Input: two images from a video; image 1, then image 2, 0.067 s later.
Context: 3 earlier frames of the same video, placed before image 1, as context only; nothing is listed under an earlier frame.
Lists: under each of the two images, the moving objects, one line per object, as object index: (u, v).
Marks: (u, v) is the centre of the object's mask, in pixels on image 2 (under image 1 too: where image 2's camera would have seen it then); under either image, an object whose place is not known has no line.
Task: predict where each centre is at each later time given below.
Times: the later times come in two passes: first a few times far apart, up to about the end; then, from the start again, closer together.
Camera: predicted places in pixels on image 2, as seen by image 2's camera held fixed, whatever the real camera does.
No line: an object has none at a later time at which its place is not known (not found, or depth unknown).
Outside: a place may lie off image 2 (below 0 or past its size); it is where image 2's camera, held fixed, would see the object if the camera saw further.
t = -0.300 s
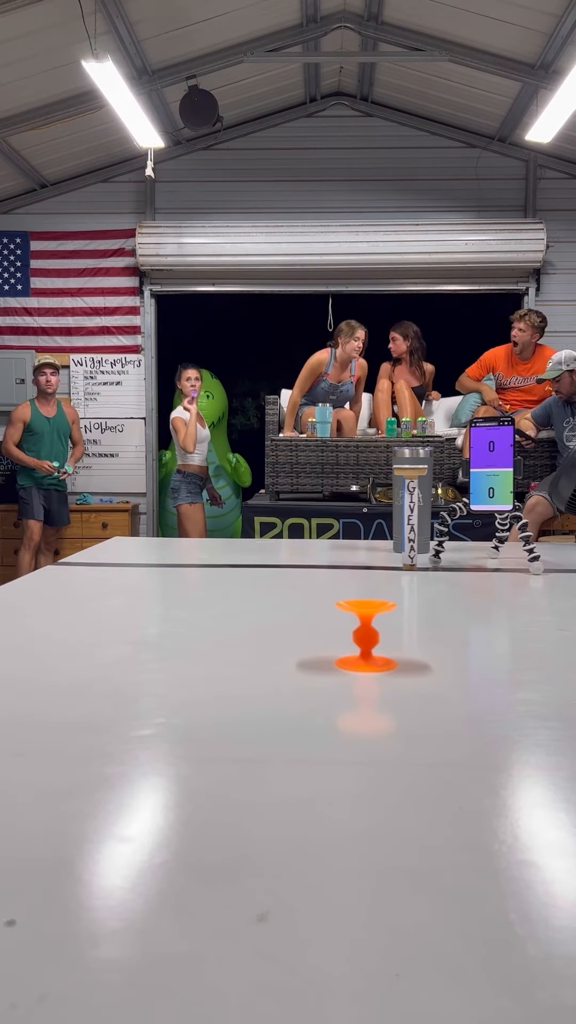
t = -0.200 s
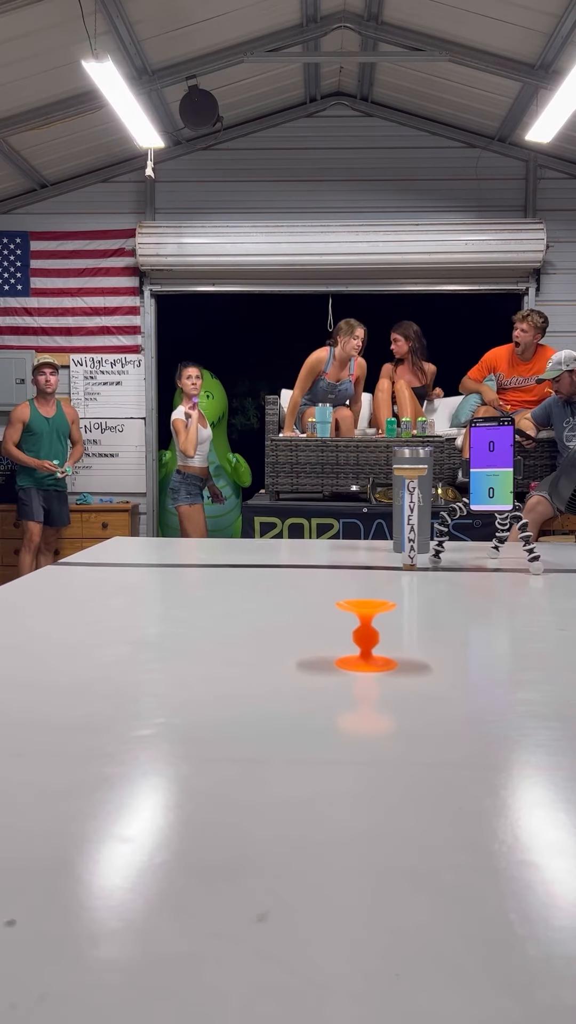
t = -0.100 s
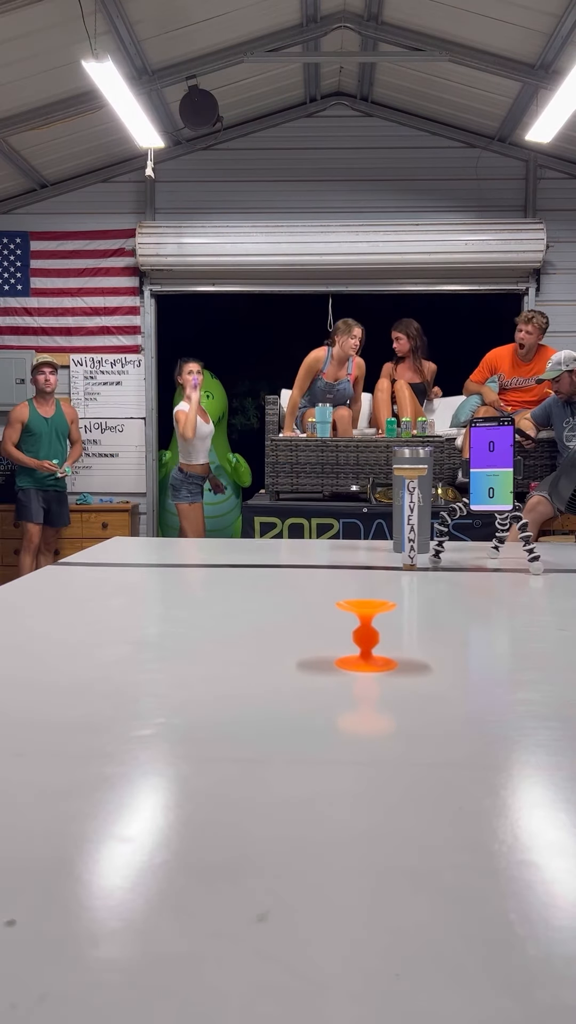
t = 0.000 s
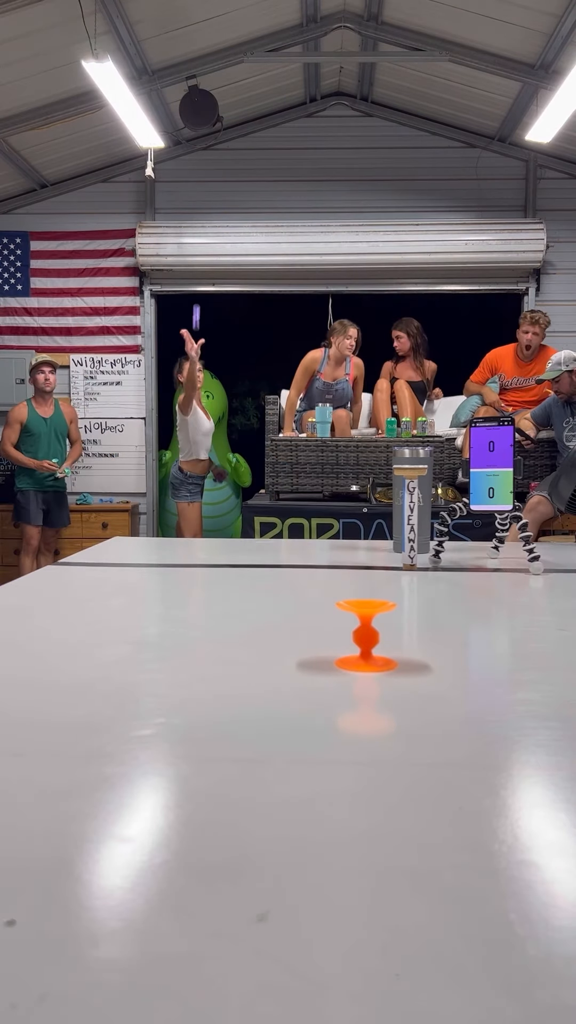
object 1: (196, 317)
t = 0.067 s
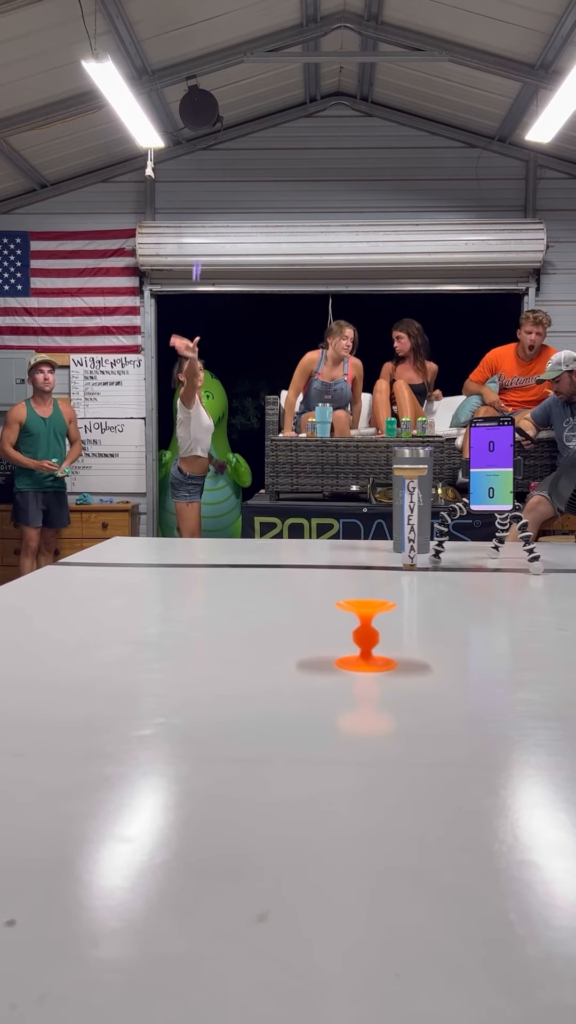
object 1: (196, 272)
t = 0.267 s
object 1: (199, 142)
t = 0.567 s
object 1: (210, 49)
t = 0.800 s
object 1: (240, 310)
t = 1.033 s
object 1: (260, 611)
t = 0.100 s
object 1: (197, 248)
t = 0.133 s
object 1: (197, 223)
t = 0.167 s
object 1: (198, 202)
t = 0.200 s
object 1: (198, 183)
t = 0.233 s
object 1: (198, 162)
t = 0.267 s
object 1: (199, 142)
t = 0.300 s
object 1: (200, 124)
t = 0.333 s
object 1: (201, 107)
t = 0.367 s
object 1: (202, 93)
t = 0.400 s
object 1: (203, 78)
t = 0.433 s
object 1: (204, 66)
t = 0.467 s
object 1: (205, 57)
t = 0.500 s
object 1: (207, 51)
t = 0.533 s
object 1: (208, 48)
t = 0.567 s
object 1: (210, 49)
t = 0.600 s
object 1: (212, 55)
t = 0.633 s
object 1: (215, 69)
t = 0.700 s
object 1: (222, 119)
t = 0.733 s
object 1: (227, 161)
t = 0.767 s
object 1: (233, 210)
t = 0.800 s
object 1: (240, 310)
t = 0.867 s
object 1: (260, 523)
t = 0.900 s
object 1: (277, 607)
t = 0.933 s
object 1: (277, 617)
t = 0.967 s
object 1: (262, 610)
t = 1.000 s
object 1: (256, 614)
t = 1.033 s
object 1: (260, 611)
